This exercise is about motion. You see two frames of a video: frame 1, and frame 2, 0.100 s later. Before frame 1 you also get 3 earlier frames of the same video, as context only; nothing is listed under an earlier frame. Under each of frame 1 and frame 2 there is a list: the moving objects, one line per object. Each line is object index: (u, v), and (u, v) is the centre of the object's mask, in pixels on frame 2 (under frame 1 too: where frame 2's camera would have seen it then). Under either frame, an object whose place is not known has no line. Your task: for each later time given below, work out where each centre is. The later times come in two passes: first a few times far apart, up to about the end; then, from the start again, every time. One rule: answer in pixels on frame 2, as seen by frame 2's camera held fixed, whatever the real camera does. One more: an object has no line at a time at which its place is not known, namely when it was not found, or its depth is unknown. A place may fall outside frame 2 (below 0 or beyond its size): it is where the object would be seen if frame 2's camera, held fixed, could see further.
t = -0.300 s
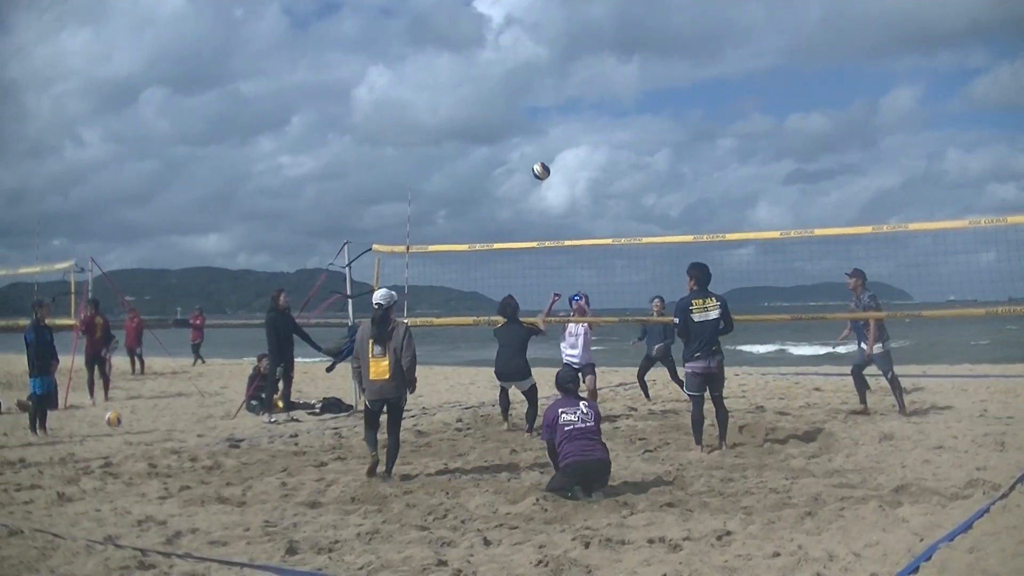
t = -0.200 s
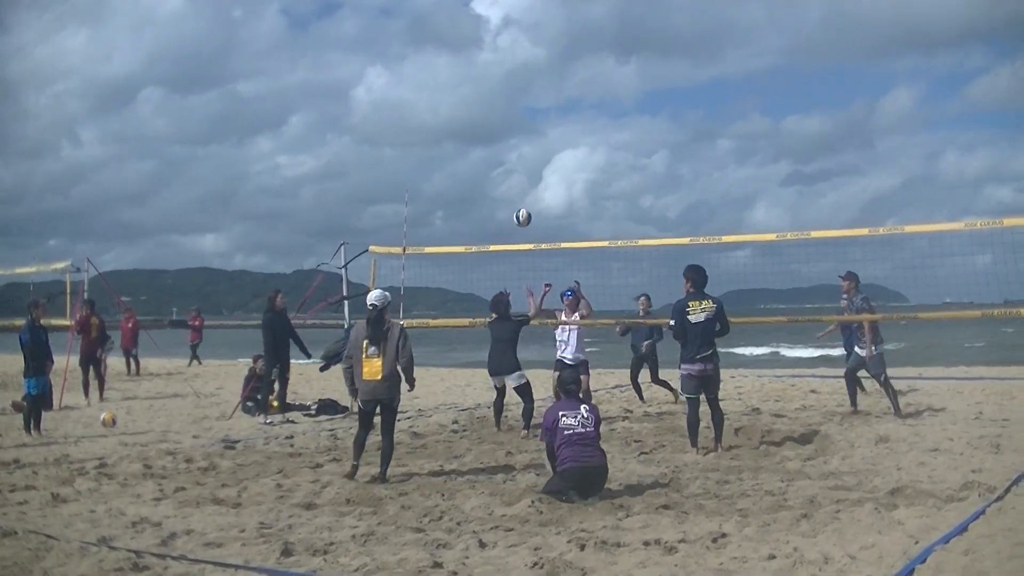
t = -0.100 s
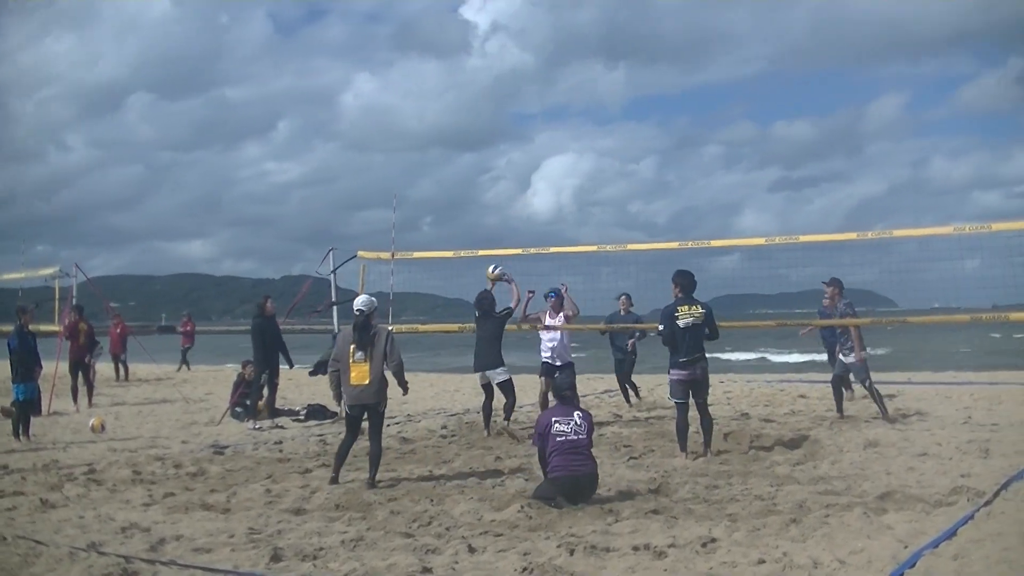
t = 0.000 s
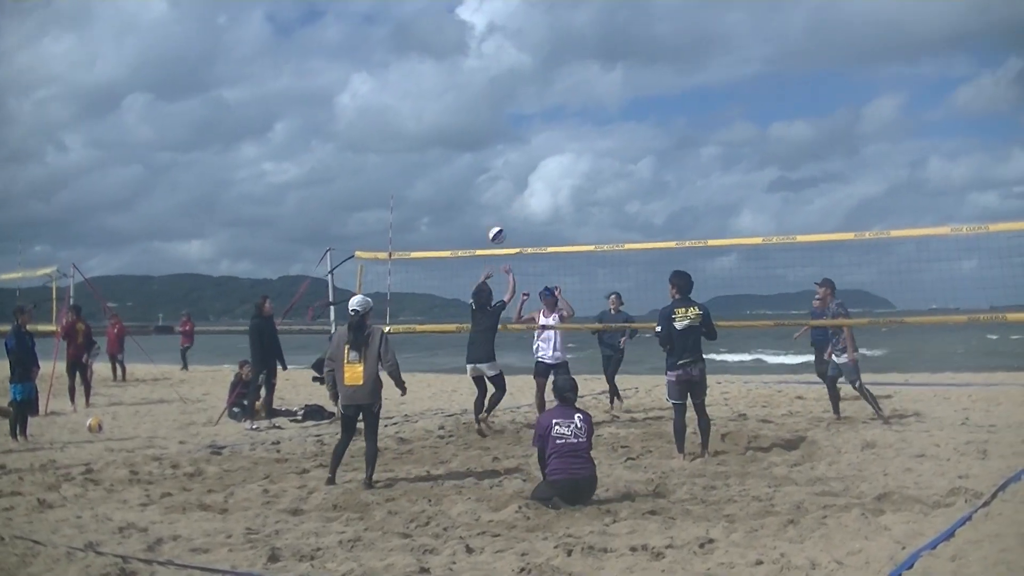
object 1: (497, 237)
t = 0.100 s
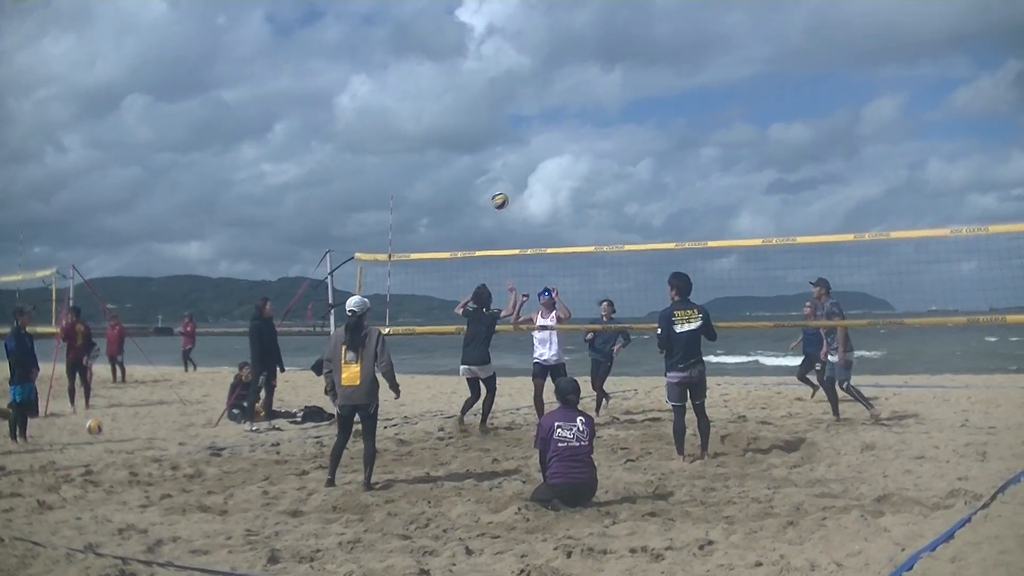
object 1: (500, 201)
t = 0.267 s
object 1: (502, 161)
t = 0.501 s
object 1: (498, 149)
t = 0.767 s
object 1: (487, 186)
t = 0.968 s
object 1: (477, 244)
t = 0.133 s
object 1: (501, 191)
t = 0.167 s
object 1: (501, 182)
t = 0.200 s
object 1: (502, 174)
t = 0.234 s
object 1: (502, 167)
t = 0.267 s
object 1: (502, 161)
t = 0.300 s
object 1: (502, 157)
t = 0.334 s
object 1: (502, 153)
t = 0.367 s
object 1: (501, 151)
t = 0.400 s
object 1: (500, 148)
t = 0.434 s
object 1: (499, 148)
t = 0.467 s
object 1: (498, 148)
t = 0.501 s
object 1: (498, 149)
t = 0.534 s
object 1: (497, 150)
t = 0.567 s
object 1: (496, 154)
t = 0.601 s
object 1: (495, 157)
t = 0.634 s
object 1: (494, 161)
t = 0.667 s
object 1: (492, 167)
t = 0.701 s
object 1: (491, 172)
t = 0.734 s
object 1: (489, 178)
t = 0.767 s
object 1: (487, 186)
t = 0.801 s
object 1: (486, 194)
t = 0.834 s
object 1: (485, 202)
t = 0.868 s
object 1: (483, 212)
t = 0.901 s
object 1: (481, 223)
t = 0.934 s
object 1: (479, 234)
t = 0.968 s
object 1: (477, 244)
